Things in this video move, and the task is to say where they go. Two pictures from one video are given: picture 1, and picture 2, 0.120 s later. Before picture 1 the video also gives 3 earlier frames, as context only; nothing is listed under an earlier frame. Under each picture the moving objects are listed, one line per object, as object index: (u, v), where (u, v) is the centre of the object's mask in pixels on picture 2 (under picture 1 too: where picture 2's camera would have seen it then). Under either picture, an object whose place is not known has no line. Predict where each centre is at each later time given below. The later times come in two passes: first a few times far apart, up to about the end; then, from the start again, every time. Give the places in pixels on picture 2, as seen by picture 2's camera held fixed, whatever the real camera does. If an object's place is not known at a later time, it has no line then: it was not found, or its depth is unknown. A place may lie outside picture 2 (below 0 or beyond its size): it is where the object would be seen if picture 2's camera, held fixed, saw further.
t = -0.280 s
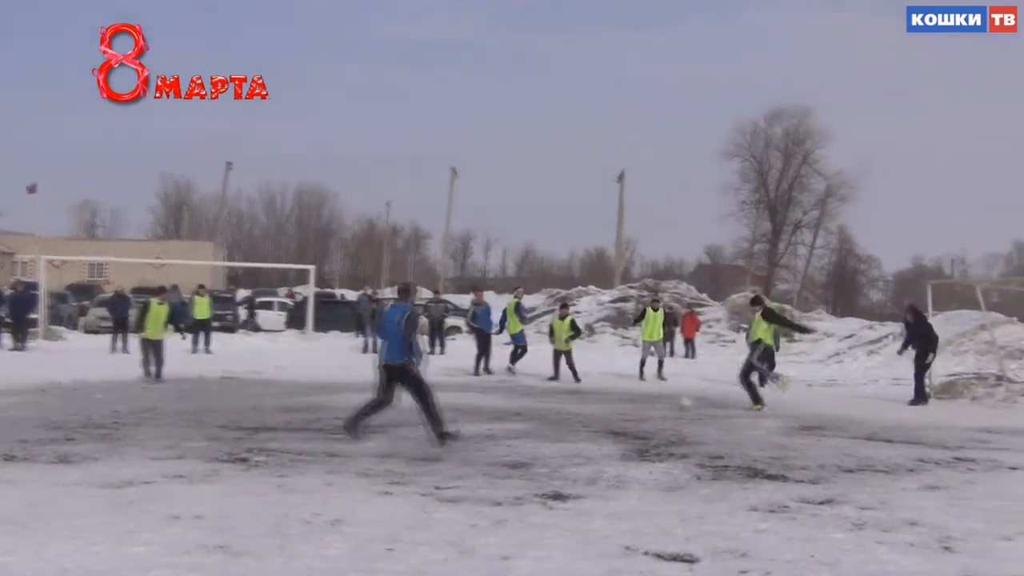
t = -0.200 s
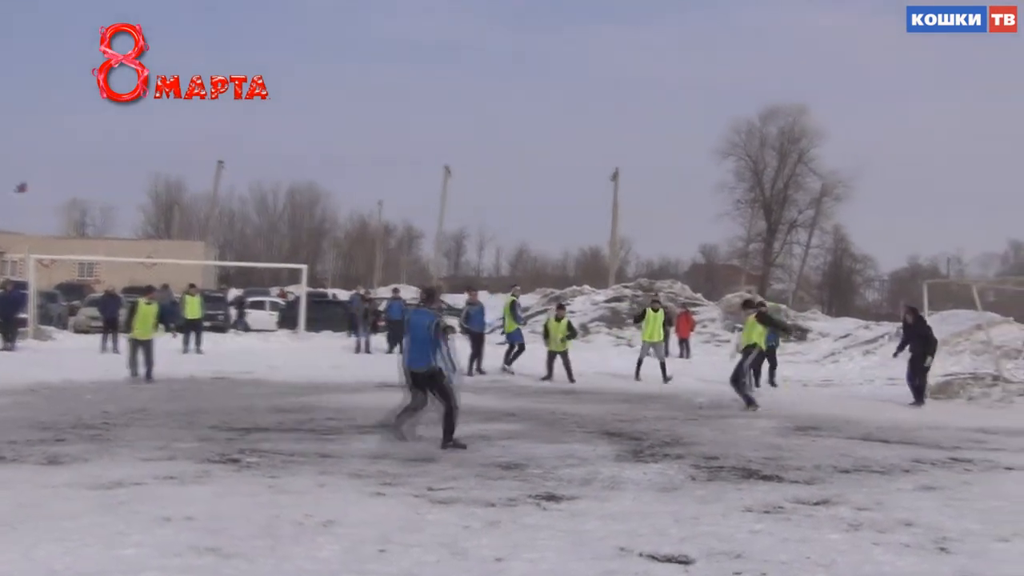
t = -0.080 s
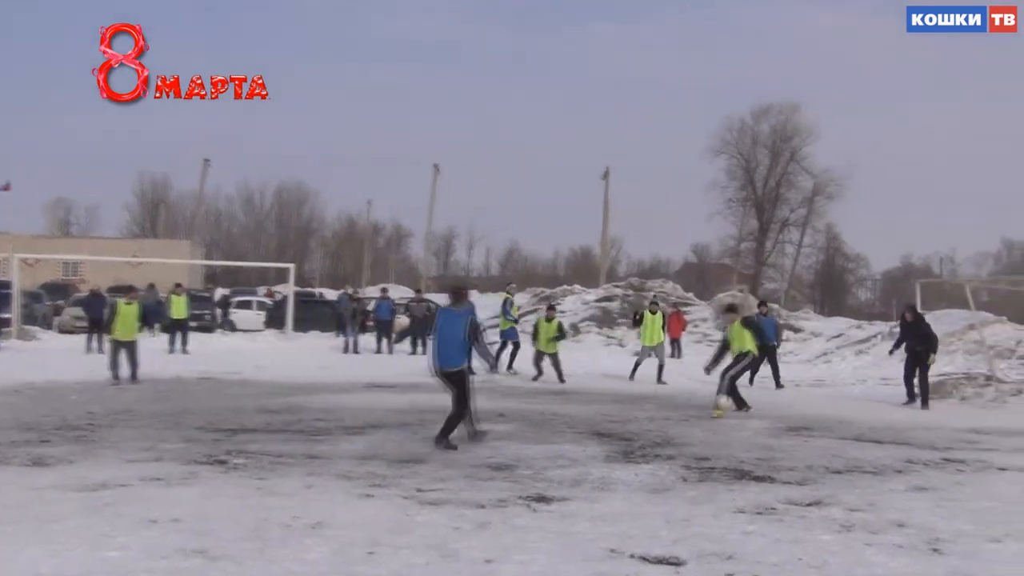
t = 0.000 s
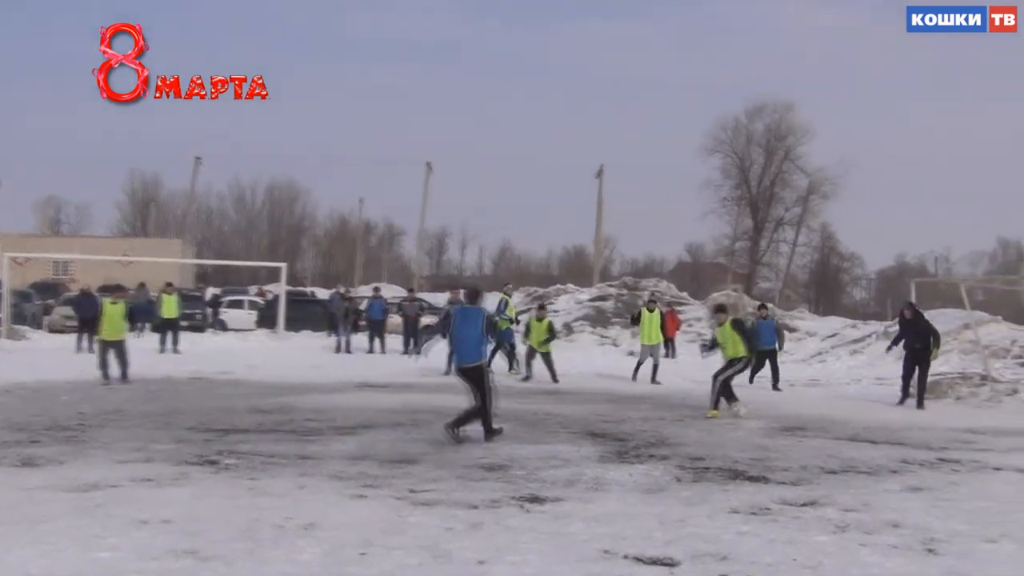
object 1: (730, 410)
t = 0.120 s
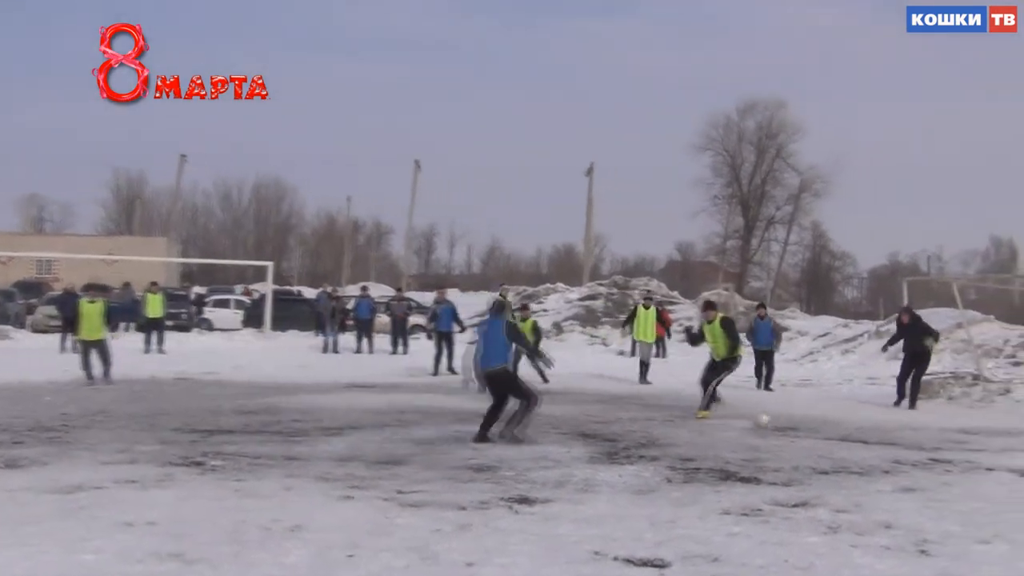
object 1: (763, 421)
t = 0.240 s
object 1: (794, 429)
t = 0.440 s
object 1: (855, 441)
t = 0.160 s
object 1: (774, 422)
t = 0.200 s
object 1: (784, 426)
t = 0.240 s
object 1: (794, 429)
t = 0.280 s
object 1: (809, 430)
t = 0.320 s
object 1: (820, 431)
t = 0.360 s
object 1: (832, 435)
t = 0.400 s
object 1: (845, 438)
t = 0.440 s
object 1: (855, 441)
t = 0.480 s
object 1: (871, 440)
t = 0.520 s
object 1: (881, 442)
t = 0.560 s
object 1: (895, 447)
